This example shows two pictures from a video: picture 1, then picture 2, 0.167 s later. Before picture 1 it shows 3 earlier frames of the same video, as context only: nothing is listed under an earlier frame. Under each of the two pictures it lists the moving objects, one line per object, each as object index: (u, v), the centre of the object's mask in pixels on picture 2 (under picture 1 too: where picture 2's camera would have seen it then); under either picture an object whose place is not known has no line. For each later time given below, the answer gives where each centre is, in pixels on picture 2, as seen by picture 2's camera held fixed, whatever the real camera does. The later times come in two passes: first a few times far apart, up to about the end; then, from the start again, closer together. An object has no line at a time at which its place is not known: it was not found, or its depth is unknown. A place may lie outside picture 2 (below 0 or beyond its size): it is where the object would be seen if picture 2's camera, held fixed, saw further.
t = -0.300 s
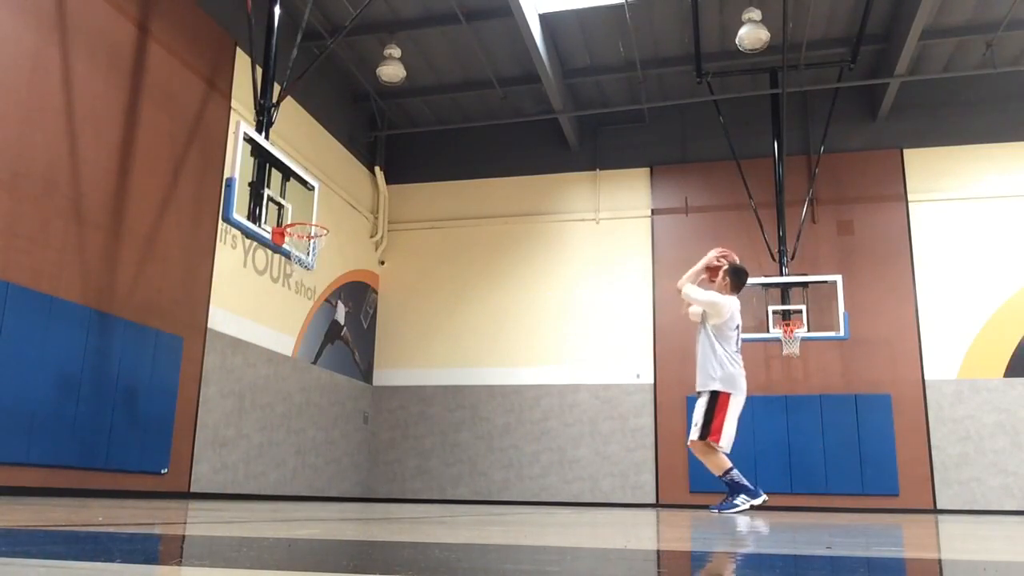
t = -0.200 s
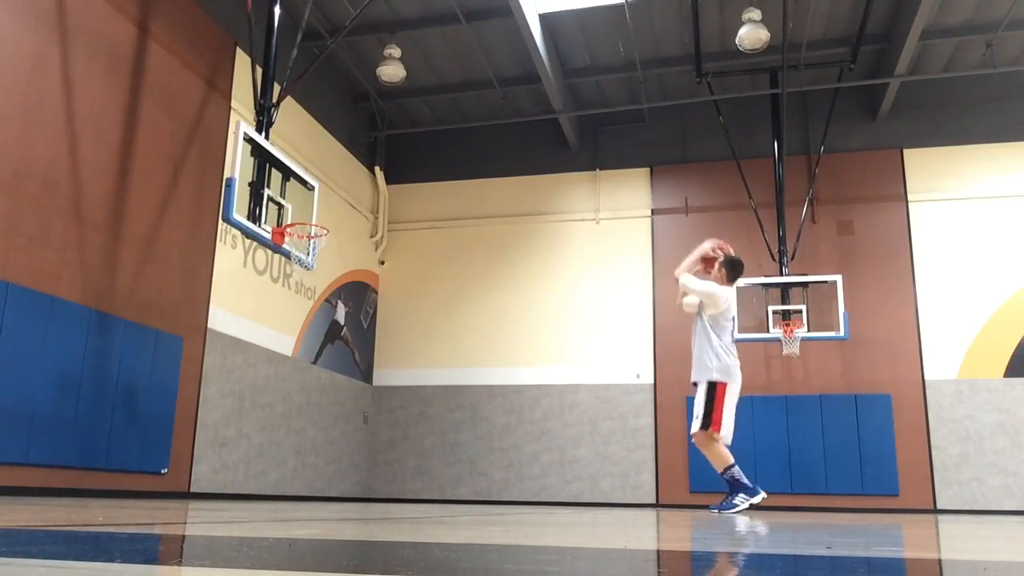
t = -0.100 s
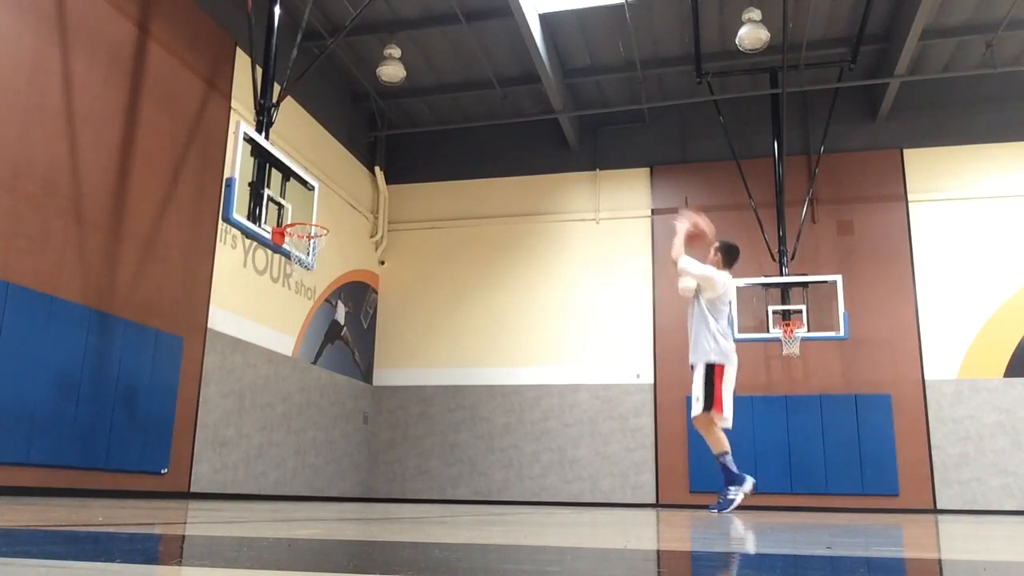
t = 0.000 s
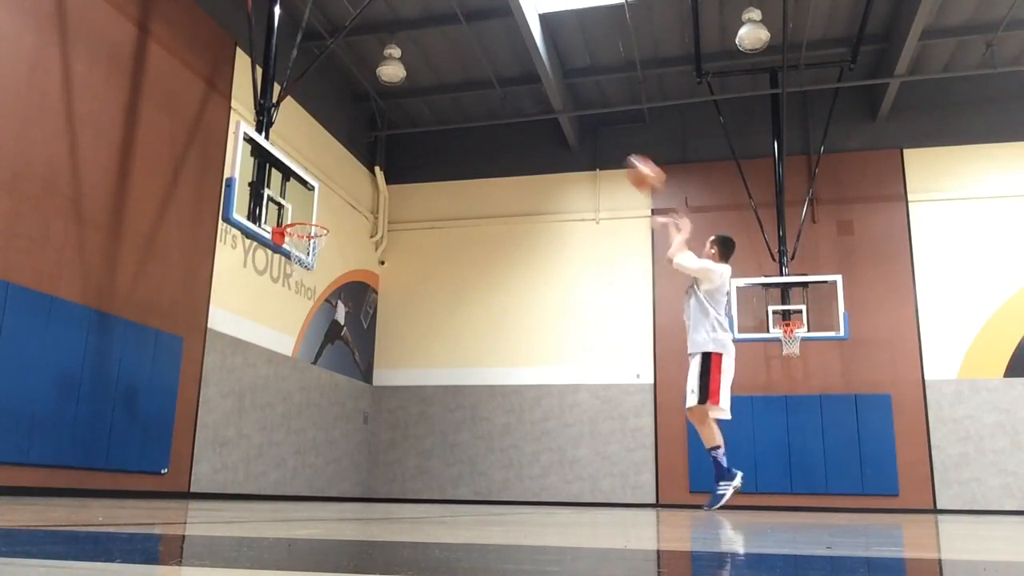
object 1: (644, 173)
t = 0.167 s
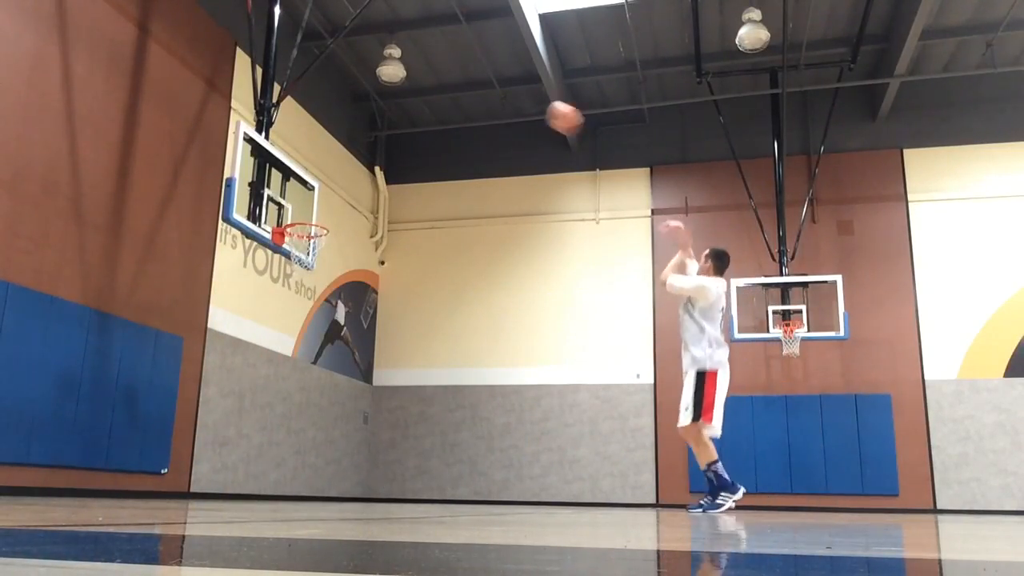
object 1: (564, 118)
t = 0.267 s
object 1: (522, 101)
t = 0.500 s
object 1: (438, 103)
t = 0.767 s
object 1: (358, 161)
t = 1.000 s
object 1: (294, 249)
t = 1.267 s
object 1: (276, 294)
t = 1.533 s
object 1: (256, 396)
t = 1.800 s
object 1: (249, 447)
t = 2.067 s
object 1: (269, 372)
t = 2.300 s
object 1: (282, 357)
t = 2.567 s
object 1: (292, 399)
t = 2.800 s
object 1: (297, 489)
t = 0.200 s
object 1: (549, 111)
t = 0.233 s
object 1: (536, 105)
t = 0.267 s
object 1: (522, 101)
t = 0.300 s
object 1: (510, 98)
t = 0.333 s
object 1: (497, 97)
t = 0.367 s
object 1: (484, 96)
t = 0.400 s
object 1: (472, 96)
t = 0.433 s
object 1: (461, 98)
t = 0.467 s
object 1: (450, 100)
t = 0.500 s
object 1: (438, 103)
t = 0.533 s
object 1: (427, 107)
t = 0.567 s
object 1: (417, 113)
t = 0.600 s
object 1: (406, 119)
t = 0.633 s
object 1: (396, 125)
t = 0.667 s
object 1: (386, 133)
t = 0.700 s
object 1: (376, 142)
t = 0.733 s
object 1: (367, 151)
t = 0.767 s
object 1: (358, 161)
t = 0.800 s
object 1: (346, 173)
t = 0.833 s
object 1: (337, 185)
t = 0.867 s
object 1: (330, 196)
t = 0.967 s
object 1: (302, 238)
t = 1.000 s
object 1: (294, 249)
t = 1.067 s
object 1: (287, 258)
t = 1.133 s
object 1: (284, 266)
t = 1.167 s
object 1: (282, 272)
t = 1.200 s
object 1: (280, 278)
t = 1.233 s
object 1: (278, 286)
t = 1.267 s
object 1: (276, 294)
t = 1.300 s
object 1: (274, 303)
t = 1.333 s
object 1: (272, 312)
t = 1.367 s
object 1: (269, 323)
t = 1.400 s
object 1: (266, 335)
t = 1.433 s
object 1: (264, 349)
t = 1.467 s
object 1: (260, 366)
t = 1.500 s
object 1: (258, 381)
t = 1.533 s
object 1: (256, 396)
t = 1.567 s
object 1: (252, 412)
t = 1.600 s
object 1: (249, 432)
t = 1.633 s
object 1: (246, 449)
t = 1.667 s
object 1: (242, 472)
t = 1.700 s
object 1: (240, 488)
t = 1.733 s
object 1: (243, 475)
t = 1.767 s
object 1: (245, 461)
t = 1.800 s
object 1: (249, 447)
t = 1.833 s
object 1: (251, 435)
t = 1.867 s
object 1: (254, 422)
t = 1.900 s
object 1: (257, 411)
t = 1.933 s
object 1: (259, 402)
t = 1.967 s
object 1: (262, 393)
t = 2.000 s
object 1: (263, 385)
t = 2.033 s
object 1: (266, 378)
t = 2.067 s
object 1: (269, 372)
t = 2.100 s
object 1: (270, 367)
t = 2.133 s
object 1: (272, 363)
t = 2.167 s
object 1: (275, 360)
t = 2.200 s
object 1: (276, 358)
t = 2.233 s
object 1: (278, 357)
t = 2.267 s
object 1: (279, 357)
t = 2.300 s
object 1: (282, 357)
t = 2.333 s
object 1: (283, 358)
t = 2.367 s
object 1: (284, 361)
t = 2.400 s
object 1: (286, 365)
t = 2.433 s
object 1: (287, 369)
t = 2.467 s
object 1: (288, 375)
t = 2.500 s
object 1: (290, 382)
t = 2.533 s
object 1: (291, 390)
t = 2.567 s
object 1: (292, 399)
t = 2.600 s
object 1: (293, 409)
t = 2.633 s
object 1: (294, 420)
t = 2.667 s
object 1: (294, 433)
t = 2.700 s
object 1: (295, 447)
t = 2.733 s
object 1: (296, 462)
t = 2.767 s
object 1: (296, 480)
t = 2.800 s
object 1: (297, 489)
